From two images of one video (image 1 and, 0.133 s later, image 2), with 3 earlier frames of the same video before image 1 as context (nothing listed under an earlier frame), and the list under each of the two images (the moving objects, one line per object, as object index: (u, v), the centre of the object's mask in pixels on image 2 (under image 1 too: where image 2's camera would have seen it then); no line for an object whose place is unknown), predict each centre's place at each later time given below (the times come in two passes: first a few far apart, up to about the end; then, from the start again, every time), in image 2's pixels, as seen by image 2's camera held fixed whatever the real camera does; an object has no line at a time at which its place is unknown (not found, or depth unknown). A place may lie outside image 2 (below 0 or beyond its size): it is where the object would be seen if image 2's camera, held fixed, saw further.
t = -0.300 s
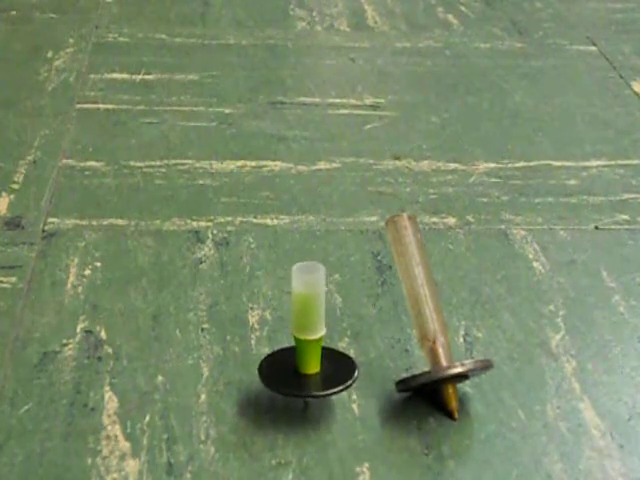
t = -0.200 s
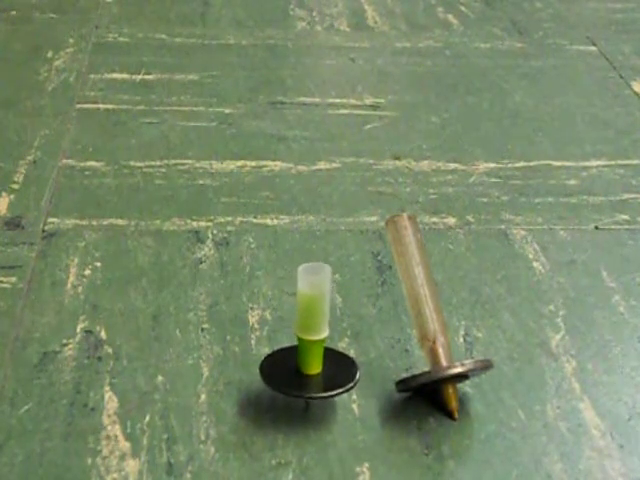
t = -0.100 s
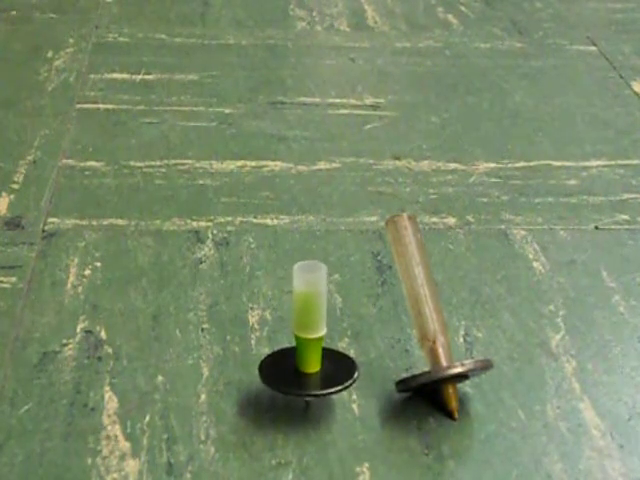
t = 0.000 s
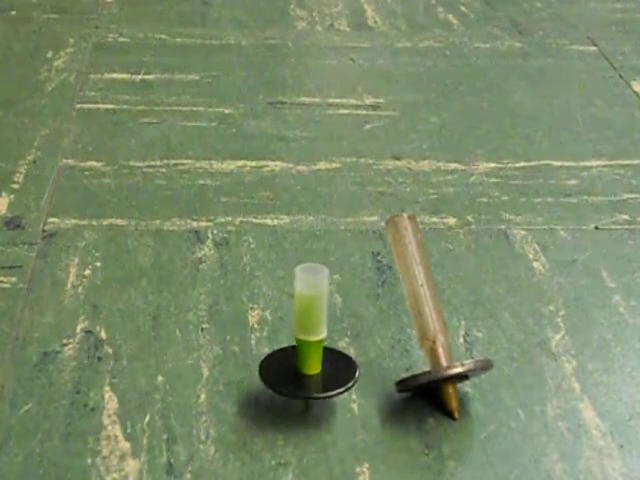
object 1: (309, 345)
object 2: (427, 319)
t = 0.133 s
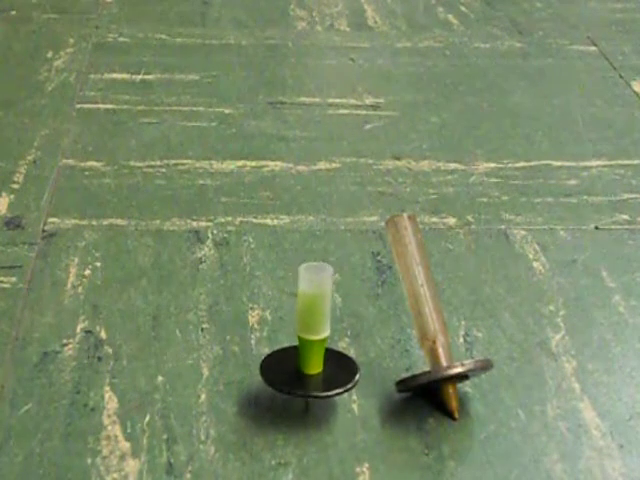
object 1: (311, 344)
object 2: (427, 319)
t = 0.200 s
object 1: (308, 345)
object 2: (427, 319)
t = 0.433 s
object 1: (309, 342)
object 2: (427, 319)
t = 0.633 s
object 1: (311, 342)
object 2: (427, 319)
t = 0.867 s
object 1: (311, 346)
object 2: (427, 319)
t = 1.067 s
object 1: (309, 345)
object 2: (427, 319)
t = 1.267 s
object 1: (307, 347)
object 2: (427, 318)
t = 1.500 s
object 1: (305, 342)
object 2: (427, 318)
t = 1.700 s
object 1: (305, 340)
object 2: (427, 318)
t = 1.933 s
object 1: (314, 339)
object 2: (427, 319)
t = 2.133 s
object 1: (314, 339)
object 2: (427, 319)
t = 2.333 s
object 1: (316, 337)
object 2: (427, 319)
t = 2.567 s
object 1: (319, 346)
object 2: (427, 317)
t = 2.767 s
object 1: (318, 346)
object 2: (427, 319)
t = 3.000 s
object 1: (317, 350)
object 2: (427, 319)
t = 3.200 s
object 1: (320, 347)
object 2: (427, 319)
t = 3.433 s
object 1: (321, 349)
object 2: (427, 318)
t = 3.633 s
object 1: (318, 342)
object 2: (427, 319)
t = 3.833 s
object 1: (316, 334)
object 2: (427, 319)
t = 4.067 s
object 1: (316, 335)
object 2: (427, 317)
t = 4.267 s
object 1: (301, 343)
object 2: (427, 319)
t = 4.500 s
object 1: (300, 348)
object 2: (427, 319)
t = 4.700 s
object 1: (316, 346)
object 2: (427, 318)
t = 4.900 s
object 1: (306, 344)
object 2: (427, 318)
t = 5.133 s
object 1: (307, 349)
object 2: (427, 318)
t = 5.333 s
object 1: (319, 345)
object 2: (427, 319)
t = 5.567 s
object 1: (308, 335)
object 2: (427, 319)
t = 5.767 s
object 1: (299, 348)
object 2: (427, 319)
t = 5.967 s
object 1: (319, 346)
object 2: (427, 319)
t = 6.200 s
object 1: (318, 333)
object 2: (427, 319)
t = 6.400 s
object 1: (294, 341)
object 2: (427, 318)
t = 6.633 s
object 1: (303, 355)
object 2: (427, 319)
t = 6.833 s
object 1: (330, 336)
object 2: (427, 317)
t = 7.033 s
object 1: (290, 339)
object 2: (427, 318)
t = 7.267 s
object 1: (309, 362)
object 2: (427, 318)
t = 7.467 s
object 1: (333, 331)
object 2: (427, 317)
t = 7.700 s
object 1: (285, 338)
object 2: (427, 317)
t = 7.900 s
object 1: (332, 367)
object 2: (427, 317)
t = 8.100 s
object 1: (306, 320)
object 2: (427, 318)
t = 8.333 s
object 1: (291, 369)
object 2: (427, 319)
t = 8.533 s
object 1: (351, 335)
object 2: (427, 319)
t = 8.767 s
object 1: (310, 377)
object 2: (427, 319)
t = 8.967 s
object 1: (364, 396)
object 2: (428, 316)
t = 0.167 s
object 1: (309, 346)
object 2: (427, 319)
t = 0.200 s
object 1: (308, 345)
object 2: (427, 319)
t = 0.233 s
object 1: (308, 343)
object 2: (427, 319)
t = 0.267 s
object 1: (310, 342)
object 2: (427, 319)
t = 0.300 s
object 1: (311, 344)
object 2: (427, 319)
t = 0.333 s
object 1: (310, 345)
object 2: (427, 319)
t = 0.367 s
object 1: (308, 345)
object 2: (427, 319)
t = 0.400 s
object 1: (307, 343)
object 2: (427, 319)
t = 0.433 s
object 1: (309, 342)
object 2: (427, 319)
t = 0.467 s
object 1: (311, 343)
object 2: (427, 319)
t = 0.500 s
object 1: (311, 345)
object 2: (427, 319)
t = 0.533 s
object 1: (308, 346)
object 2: (427, 319)
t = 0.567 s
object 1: (307, 344)
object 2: (427, 319)
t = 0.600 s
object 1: (308, 342)
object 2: (427, 319)
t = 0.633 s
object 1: (311, 342)
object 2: (427, 319)
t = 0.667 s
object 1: (311, 345)
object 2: (427, 319)
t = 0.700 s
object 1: (309, 346)
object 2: (427, 319)
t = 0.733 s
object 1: (307, 345)
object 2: (427, 319)
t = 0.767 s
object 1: (307, 343)
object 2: (427, 319)
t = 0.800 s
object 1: (310, 342)
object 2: (427, 319)
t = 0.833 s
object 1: (312, 344)
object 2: (427, 319)
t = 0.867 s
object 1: (311, 346)
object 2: (427, 319)
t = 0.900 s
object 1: (308, 346)
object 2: (427, 319)
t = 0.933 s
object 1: (306, 344)
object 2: (427, 319)
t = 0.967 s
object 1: (308, 341)
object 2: (427, 319)
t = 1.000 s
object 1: (312, 342)
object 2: (427, 319)
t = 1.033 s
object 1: (312, 345)
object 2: (427, 319)
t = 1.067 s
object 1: (309, 345)
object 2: (427, 319)
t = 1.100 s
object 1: (306, 345)
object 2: (427, 319)
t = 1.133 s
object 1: (306, 343)
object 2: (427, 319)
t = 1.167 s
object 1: (310, 340)
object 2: (427, 319)
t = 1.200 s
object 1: (313, 343)
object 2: (427, 319)
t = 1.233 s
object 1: (312, 346)
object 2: (427, 318)
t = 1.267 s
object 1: (307, 347)
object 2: (427, 318)
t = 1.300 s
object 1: (305, 344)
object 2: (427, 318)
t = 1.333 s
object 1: (307, 340)
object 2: (427, 318)
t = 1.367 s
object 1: (312, 341)
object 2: (427, 318)
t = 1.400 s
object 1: (314, 345)
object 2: (427, 318)
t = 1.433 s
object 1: (310, 346)
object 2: (427, 318)
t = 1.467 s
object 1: (305, 346)
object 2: (427, 318)
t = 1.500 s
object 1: (305, 342)
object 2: (427, 318)
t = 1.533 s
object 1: (309, 339)
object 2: (427, 318)
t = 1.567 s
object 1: (314, 342)
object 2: (427, 318)
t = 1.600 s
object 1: (313, 348)
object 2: (427, 318)
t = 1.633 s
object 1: (308, 347)
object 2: (427, 318)
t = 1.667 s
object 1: (304, 346)
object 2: (427, 318)
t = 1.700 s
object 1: (305, 340)
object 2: (427, 318)
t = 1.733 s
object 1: (312, 338)
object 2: (427, 319)
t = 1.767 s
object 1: (315, 344)
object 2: (427, 318)
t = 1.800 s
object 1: (313, 348)
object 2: (427, 318)
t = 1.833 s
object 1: (305, 347)
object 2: (427, 318)
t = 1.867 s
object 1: (302, 344)
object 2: (427, 318)
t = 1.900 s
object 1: (306, 338)
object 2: (427, 319)
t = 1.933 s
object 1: (314, 339)
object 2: (427, 319)
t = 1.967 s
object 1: (316, 345)
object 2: (427, 318)
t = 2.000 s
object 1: (312, 348)
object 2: (427, 318)
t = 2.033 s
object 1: (303, 346)
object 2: (427, 318)
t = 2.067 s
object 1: (302, 343)
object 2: (427, 318)
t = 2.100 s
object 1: (307, 337)
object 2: (427, 319)
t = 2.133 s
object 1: (314, 339)
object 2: (427, 319)
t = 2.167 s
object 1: (316, 346)
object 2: (427, 319)
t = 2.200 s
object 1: (311, 348)
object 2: (427, 318)
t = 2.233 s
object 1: (303, 347)
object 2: (427, 318)
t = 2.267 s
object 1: (301, 342)
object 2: (427, 318)
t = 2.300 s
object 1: (307, 335)
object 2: (427, 319)
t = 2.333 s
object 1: (316, 337)
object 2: (427, 319)
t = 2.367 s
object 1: (318, 346)
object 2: (427, 319)
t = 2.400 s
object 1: (312, 348)
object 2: (427, 318)
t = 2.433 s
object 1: (302, 349)
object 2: (427, 318)
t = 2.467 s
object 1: (299, 340)
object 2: (427, 319)
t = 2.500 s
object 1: (306, 334)
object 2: (427, 317)
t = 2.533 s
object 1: (316, 336)
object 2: (427, 318)
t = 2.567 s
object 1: (319, 346)
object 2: (427, 317)
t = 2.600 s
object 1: (313, 349)
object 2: (427, 319)
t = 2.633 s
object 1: (302, 348)
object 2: (427, 319)
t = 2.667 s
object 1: (299, 343)
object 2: (427, 318)
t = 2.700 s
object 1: (305, 335)
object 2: (427, 318)
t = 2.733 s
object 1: (315, 336)
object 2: (427, 318)
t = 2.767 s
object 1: (318, 346)
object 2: (427, 319)
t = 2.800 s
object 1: (313, 350)
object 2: (427, 319)
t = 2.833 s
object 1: (303, 347)
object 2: (427, 319)
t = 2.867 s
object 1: (299, 344)
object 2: (427, 319)
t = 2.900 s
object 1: (303, 335)
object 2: (427, 318)
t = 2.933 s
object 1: (314, 334)
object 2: (427, 318)
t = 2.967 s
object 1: (320, 343)
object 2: (427, 319)
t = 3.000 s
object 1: (317, 350)
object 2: (427, 319)
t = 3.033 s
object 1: (307, 348)
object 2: (427, 319)
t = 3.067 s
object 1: (297, 346)
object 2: (427, 319)
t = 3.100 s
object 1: (298, 338)
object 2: (427, 319)
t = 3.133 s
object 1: (308, 332)
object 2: (427, 318)
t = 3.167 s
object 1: (318, 335)
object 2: (427, 319)
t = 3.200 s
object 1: (320, 347)
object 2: (427, 319)
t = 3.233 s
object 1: (314, 350)
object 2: (427, 319)
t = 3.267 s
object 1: (302, 348)
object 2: (427, 319)
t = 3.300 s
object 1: (297, 345)
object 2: (427, 319)
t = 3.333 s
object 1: (300, 336)
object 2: (427, 319)
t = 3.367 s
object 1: (311, 331)
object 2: (427, 319)
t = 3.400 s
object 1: (321, 339)
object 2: (427, 319)
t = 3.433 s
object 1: (321, 349)
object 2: (427, 318)
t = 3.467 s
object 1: (312, 350)
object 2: (427, 319)
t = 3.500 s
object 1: (300, 349)
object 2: (427, 319)
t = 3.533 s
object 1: (297, 341)
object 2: (427, 319)
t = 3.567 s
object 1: (303, 335)
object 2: (427, 319)
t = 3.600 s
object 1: (313, 335)
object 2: (427, 319)
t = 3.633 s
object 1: (318, 342)
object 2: (427, 319)
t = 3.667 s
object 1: (316, 348)
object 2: (427, 319)
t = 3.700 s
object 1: (310, 349)
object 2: (427, 319)
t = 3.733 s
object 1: (301, 348)
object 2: (427, 319)
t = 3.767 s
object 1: (299, 343)
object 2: (427, 319)
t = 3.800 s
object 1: (305, 333)
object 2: (427, 319)
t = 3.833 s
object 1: (316, 334)
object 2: (427, 319)
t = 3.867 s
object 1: (323, 344)
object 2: (427, 319)
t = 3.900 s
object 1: (320, 352)
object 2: (427, 319)
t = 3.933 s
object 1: (309, 352)
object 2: (427, 319)
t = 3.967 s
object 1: (298, 350)
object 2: (427, 318)
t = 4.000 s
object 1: (298, 342)
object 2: (427, 319)
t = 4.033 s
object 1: (306, 336)
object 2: (427, 318)
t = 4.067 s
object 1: (316, 335)
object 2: (427, 317)
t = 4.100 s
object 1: (322, 341)
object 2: (427, 319)
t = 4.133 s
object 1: (322, 347)
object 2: (427, 319)
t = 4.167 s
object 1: (317, 351)
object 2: (427, 318)
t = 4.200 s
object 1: (309, 350)
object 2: (427, 319)
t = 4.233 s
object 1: (303, 349)
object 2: (427, 319)
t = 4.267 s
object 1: (301, 343)
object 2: (427, 319)
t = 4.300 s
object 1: (305, 336)
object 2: (427, 319)
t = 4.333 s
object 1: (315, 333)
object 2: (427, 317)
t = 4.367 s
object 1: (324, 337)
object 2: (427, 319)
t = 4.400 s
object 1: (327, 347)
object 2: (427, 319)
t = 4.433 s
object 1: (320, 353)
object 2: (427, 319)
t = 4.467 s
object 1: (308, 350)
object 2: (427, 318)
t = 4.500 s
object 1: (300, 348)
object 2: (427, 319)
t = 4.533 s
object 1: (303, 339)
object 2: (427, 319)
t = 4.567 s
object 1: (310, 334)
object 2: (427, 318)
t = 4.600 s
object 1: (318, 337)
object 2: (427, 319)
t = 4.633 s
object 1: (320, 343)
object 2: (427, 319)
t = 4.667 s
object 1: (318, 345)
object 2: (427, 319)
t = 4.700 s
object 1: (316, 346)
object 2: (427, 318)
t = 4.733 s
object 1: (315, 346)
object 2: (427, 318)
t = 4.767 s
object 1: (316, 346)
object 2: (427, 318)
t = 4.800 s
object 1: (315, 347)
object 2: (427, 318)
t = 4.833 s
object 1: (313, 348)
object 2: (427, 318)
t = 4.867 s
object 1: (309, 347)
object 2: (427, 318)
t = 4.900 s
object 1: (306, 344)
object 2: (427, 318)
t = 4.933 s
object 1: (308, 339)
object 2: (427, 318)
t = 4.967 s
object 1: (314, 334)
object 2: (427, 318)
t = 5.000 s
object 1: (322, 337)
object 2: (427, 319)
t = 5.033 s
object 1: (324, 345)
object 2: (427, 318)
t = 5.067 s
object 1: (321, 349)
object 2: (427, 318)
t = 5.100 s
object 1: (315, 351)
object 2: (427, 318)
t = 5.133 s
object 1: (307, 349)
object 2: (427, 318)
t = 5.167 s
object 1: (303, 348)
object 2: (427, 318)
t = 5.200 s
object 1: (304, 340)
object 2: (427, 318)
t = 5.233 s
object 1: (310, 334)
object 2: (427, 318)
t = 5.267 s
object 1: (318, 336)
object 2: (427, 319)
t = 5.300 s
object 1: (321, 341)
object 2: (427, 319)
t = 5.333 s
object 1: (319, 345)
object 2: (427, 319)
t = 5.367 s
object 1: (317, 347)
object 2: (427, 318)
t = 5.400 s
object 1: (314, 347)
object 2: (427, 318)
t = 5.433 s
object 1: (310, 348)
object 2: (427, 319)
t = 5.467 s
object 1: (307, 347)
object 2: (427, 319)
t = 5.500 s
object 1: (305, 344)
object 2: (427, 319)
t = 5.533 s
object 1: (305, 341)
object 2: (427, 319)
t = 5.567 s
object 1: (308, 335)
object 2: (427, 319)
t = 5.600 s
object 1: (317, 333)
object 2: (427, 318)
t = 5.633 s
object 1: (323, 340)
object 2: (427, 319)
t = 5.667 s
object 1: (323, 347)
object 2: (427, 319)
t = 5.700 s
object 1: (318, 350)
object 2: (427, 319)
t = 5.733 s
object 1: (308, 348)
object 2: (427, 319)
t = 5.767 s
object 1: (299, 348)
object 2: (427, 319)
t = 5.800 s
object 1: (299, 340)
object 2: (427, 319)
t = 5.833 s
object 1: (305, 331)
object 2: (427, 317)
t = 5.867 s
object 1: (314, 331)
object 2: (427, 317)
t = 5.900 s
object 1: (319, 338)
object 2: (427, 317)
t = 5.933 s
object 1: (320, 342)
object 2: (427, 319)
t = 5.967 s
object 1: (319, 346)
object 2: (427, 319)
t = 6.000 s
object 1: (316, 349)
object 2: (427, 318)
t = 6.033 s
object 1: (310, 348)
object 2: (427, 319)
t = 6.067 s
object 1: (302, 346)
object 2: (427, 319)
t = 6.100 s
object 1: (301, 342)
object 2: (427, 319)
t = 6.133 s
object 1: (304, 333)
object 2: (427, 319)
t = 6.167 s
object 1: (311, 330)
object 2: (427, 318)
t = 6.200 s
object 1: (318, 333)
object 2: (427, 319)
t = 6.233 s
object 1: (323, 339)
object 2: (427, 319)
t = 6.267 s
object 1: (324, 348)
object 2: (427, 319)
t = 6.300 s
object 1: (319, 352)
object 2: (427, 319)
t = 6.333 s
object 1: (307, 350)
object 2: (427, 319)
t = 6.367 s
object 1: (296, 348)
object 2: (427, 319)
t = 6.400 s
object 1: (294, 341)
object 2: (427, 318)
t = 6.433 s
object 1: (301, 331)
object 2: (427, 319)
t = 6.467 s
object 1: (312, 327)
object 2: (427, 318)
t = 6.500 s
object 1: (325, 331)
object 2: (427, 317)
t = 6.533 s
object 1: (330, 342)
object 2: (427, 318)
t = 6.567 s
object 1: (327, 350)
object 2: (427, 319)
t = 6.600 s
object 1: (316, 356)
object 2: (427, 319)
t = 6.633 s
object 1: (303, 355)
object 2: (427, 319)
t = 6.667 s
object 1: (294, 349)
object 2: (427, 319)
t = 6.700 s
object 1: (293, 342)
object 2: (427, 317)
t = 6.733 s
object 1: (297, 332)
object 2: (427, 317)
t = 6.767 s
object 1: (308, 326)
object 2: (427, 317)
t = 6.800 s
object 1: (320, 329)
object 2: (427, 317)
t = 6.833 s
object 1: (330, 336)
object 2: (427, 317)
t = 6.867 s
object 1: (331, 348)
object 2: (427, 318)
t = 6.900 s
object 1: (325, 356)
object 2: (427, 317)
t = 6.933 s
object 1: (313, 359)
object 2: (427, 318)
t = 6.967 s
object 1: (299, 355)
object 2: (427, 319)
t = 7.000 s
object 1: (289, 349)
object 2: (427, 318)
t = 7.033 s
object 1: (290, 339)
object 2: (427, 318)
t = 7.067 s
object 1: (299, 327)
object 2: (427, 317)
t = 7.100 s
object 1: (315, 325)
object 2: (427, 317)
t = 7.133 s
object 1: (328, 330)
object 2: (427, 317)
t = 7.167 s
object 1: (335, 340)
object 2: (427, 317)
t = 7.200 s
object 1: (333, 353)
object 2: (427, 318)
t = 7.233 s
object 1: (326, 358)
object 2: (427, 317)
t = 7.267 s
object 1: (309, 362)
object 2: (427, 318)
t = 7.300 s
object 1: (295, 359)
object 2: (427, 317)
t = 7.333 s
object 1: (287, 348)
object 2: (427, 318)
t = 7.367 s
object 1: (286, 339)
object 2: (427, 317)
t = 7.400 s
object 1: (297, 323)
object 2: (427, 317)
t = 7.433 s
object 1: (318, 321)
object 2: (427, 318)
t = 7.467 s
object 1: (333, 331)
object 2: (427, 317)
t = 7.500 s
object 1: (340, 345)
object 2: (427, 318)
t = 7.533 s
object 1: (335, 358)
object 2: (427, 317)
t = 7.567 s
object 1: (326, 362)
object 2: (427, 318)
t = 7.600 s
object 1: (308, 366)
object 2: (427, 318)
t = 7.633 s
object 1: (295, 363)
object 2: (427, 318)
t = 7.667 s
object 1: (285, 351)
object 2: (427, 317)
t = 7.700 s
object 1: (285, 338)
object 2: (427, 317)
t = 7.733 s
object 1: (295, 328)
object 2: (427, 317)
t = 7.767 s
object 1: (315, 320)
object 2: (427, 317)
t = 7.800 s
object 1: (335, 324)
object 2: (427, 317)
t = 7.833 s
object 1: (345, 341)
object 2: (427, 318)
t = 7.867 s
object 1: (342, 358)
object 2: (427, 317)
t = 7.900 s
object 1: (332, 367)
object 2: (427, 317)
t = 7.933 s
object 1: (317, 372)
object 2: (427, 319)
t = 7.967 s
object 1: (298, 369)
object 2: (427, 319)
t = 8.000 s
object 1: (284, 358)
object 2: (427, 319)
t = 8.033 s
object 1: (281, 348)
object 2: (427, 319)
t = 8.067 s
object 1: (290, 328)
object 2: (427, 319)
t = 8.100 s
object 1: (306, 320)
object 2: (427, 318)
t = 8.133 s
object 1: (330, 323)
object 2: (427, 319)
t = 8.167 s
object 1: (345, 337)
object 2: (427, 319)
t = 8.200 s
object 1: (348, 356)
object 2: (427, 319)
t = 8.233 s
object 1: (340, 367)
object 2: (427, 318)
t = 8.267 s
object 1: (327, 372)
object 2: (427, 319)
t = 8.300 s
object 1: (309, 377)
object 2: (427, 319)
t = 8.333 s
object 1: (291, 369)
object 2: (427, 319)
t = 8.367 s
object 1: (279, 359)
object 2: (427, 319)
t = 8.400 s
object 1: (275, 347)
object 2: (427, 319)
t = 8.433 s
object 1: (290, 323)
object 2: (427, 319)
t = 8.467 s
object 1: (311, 323)
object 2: (427, 319)
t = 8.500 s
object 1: (334, 328)
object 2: (427, 319)
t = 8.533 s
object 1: (351, 335)
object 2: (427, 319)
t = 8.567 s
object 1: (350, 355)
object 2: (428, 320)
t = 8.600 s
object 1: (346, 364)
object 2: (427, 319)
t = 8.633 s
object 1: (335, 371)
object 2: (427, 319)
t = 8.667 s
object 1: (327, 375)
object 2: (427, 319)
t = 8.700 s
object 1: (319, 378)
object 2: (427, 319)
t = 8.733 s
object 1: (313, 378)
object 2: (427, 319)
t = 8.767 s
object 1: (310, 377)
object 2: (427, 319)
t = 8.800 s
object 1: (308, 376)
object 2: (427, 319)
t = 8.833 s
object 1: (308, 376)
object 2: (427, 319)
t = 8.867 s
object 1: (313, 379)
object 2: (427, 319)
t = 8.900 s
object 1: (322, 383)
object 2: (427, 319)
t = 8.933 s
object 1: (339, 392)
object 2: (427, 319)
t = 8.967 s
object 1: (364, 396)
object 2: (428, 316)
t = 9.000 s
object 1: (380, 402)
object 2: (433, 313)
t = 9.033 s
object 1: (393, 403)
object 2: (445, 311)
